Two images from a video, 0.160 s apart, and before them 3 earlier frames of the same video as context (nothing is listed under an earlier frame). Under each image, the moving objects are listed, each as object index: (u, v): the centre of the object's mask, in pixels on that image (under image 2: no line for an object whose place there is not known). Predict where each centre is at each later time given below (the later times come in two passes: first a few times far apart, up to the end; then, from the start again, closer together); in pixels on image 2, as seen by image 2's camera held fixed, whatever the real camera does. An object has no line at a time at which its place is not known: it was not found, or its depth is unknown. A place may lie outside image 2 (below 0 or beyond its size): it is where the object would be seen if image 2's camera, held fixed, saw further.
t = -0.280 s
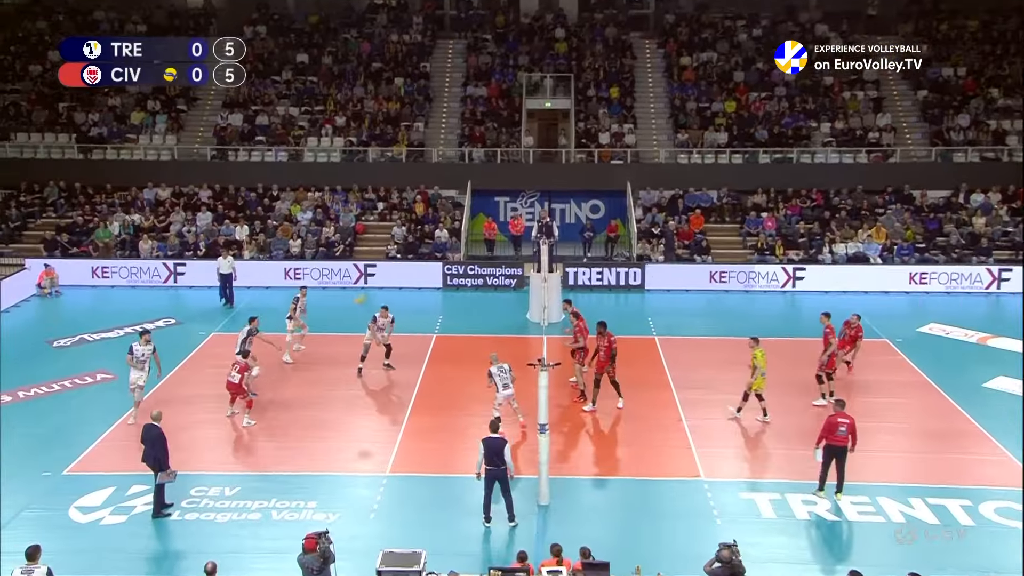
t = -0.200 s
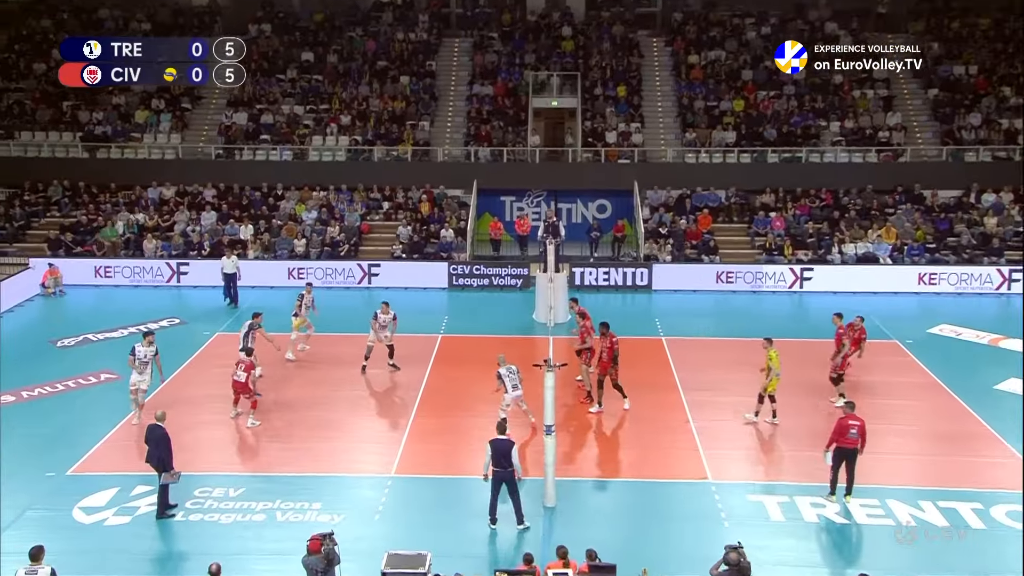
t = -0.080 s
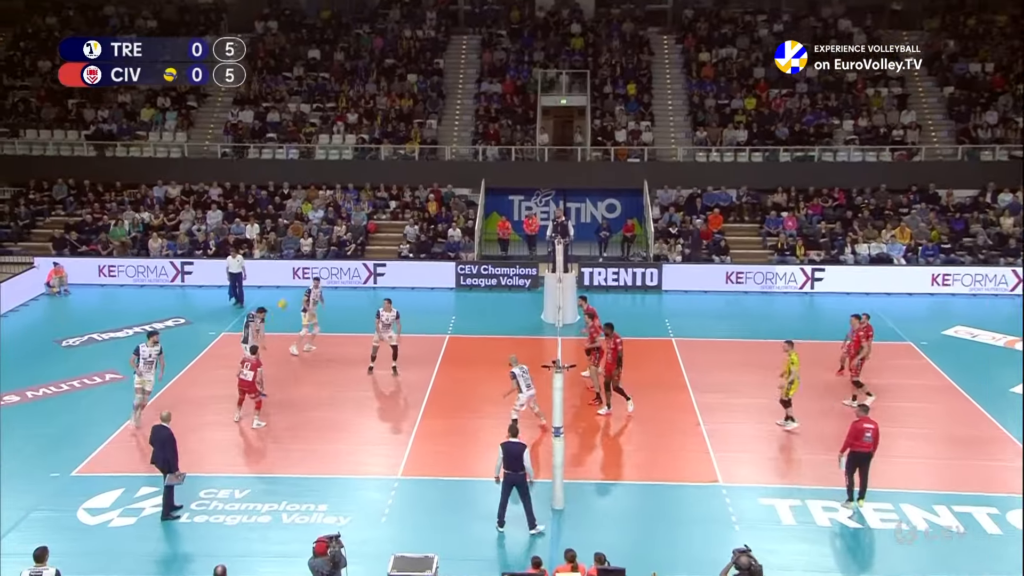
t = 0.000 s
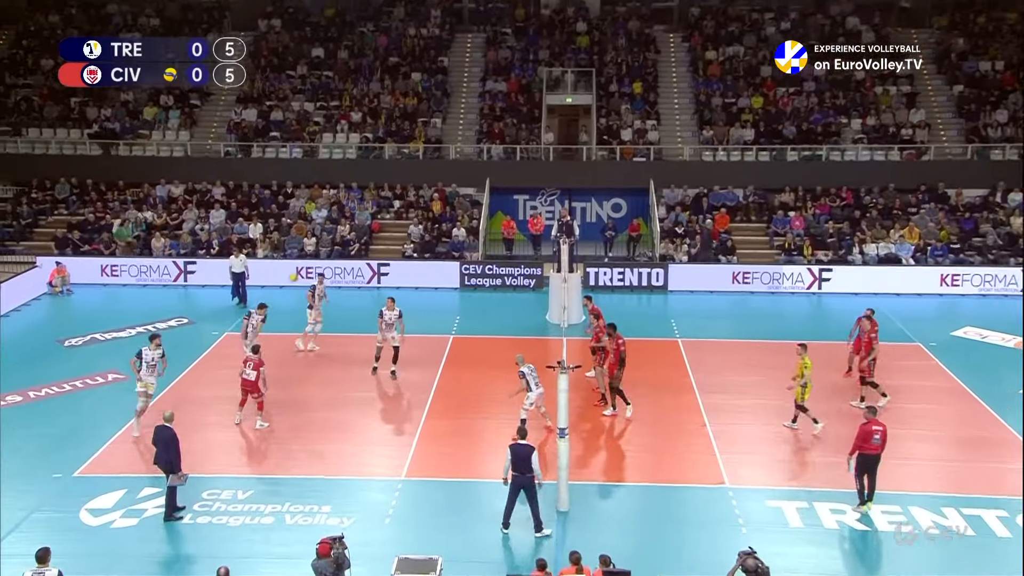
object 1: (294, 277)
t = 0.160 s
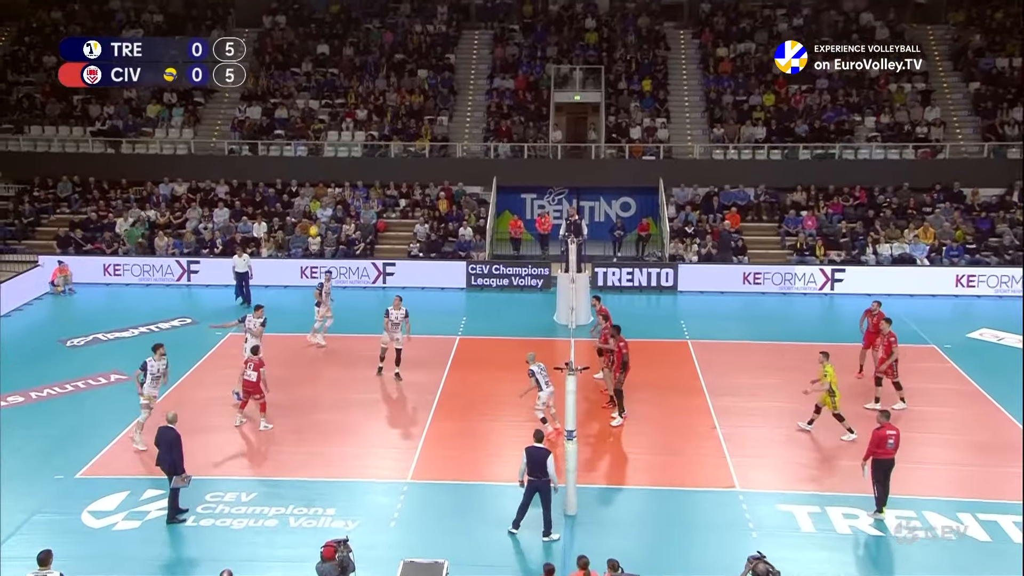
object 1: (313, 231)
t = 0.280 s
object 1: (325, 202)
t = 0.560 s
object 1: (352, 162)
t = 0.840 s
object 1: (379, 155)
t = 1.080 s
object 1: (403, 179)
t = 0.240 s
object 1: (320, 210)
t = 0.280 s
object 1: (325, 202)
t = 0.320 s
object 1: (329, 193)
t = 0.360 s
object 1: (333, 187)
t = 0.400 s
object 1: (337, 181)
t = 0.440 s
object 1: (341, 175)
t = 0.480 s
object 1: (345, 170)
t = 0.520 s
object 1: (349, 166)
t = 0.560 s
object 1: (352, 162)
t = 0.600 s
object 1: (356, 159)
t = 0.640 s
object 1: (360, 156)
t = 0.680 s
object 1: (364, 154)
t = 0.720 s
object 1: (368, 154)
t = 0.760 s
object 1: (371, 153)
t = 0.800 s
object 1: (375, 154)
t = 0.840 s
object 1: (379, 155)
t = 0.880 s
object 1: (383, 157)
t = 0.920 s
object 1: (387, 160)
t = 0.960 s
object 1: (391, 164)
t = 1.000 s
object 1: (395, 168)
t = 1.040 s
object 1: (399, 174)
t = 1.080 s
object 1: (403, 179)
